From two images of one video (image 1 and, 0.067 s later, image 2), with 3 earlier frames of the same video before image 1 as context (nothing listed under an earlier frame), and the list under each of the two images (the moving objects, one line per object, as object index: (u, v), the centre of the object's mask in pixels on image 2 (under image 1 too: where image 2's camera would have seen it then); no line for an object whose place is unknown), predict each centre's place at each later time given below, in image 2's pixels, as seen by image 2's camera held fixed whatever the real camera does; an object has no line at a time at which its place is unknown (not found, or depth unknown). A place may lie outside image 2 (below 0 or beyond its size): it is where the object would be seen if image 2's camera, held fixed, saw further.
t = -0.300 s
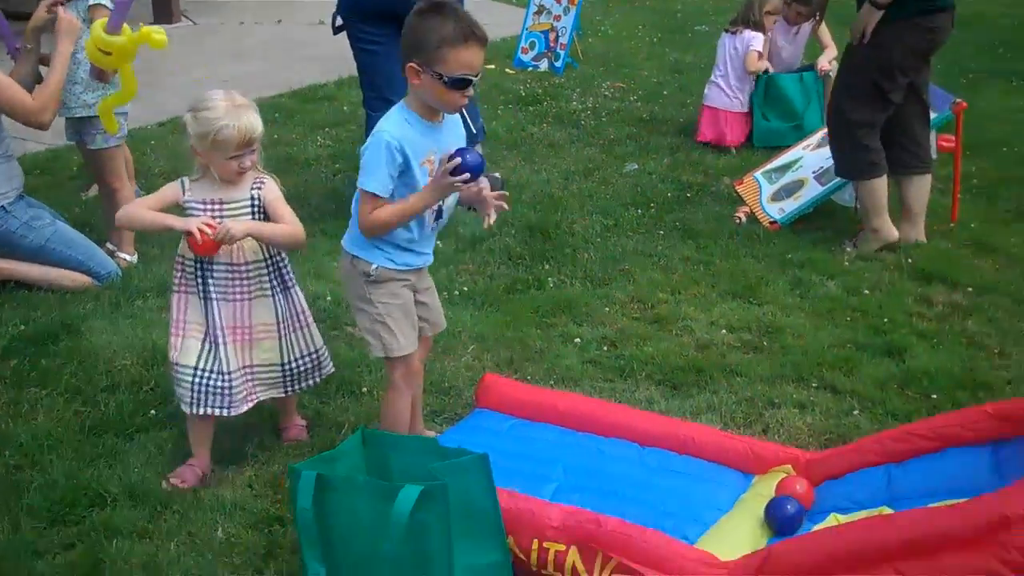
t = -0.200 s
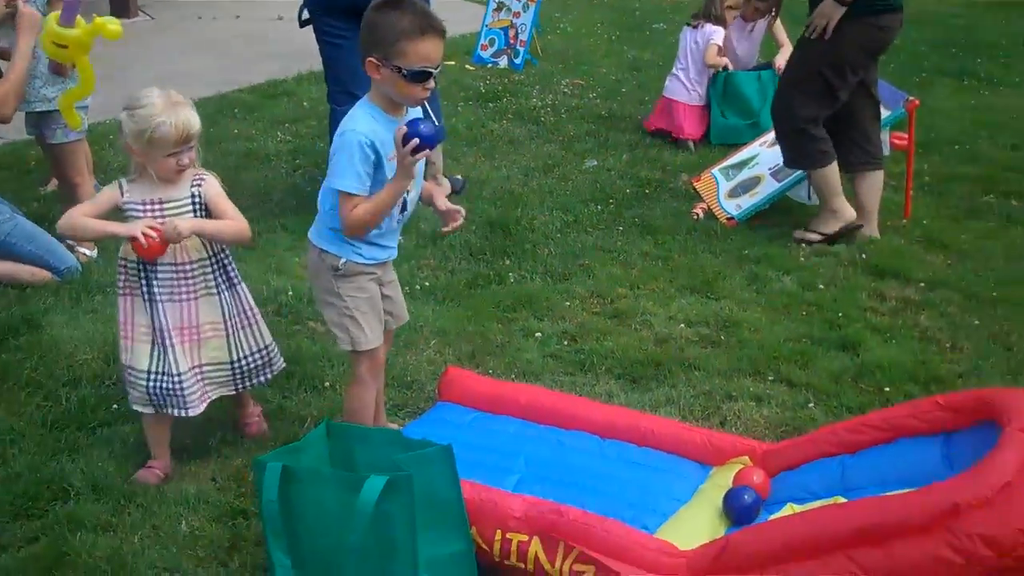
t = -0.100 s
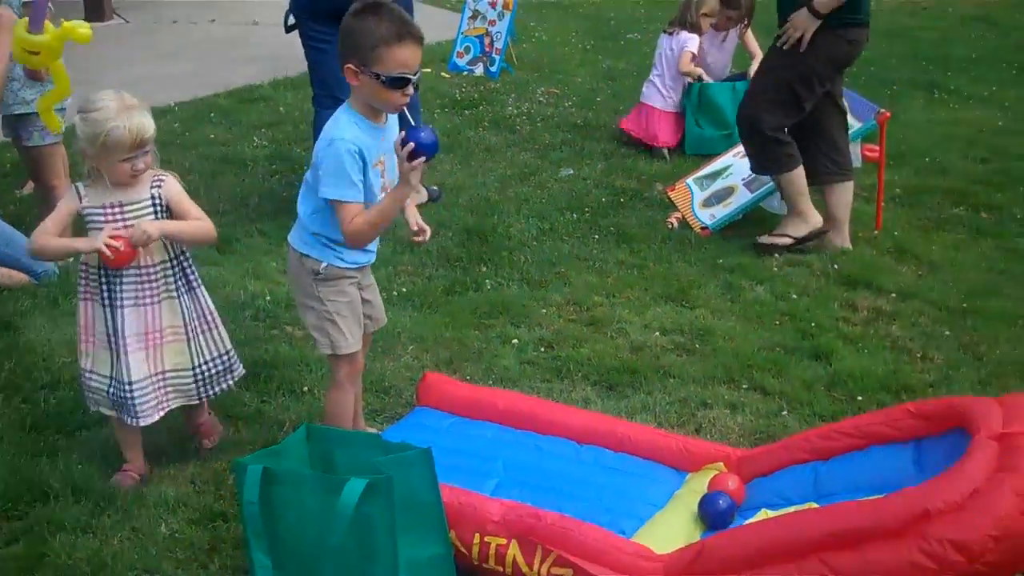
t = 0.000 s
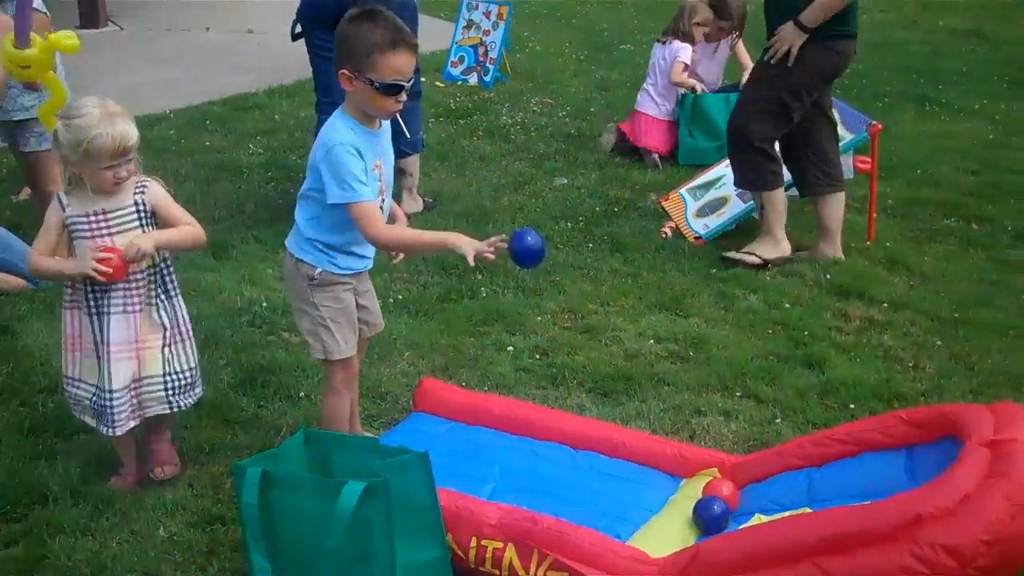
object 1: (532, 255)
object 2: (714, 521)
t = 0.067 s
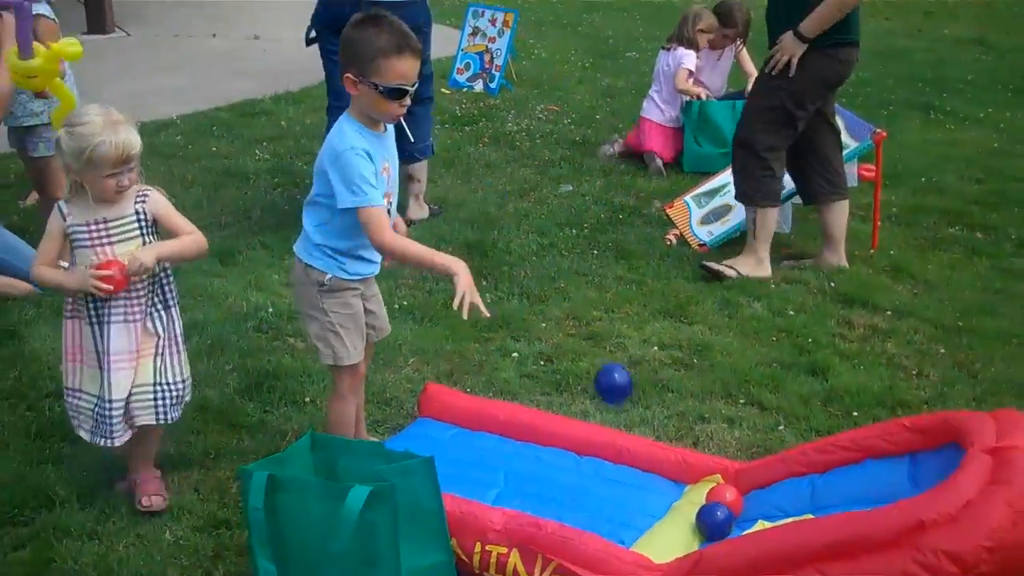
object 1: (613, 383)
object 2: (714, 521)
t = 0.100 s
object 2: (714, 521)
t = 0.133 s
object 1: (676, 523)
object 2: (727, 526)
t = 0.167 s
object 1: (664, 524)
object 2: (738, 519)
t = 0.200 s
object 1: (657, 507)
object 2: (743, 503)
